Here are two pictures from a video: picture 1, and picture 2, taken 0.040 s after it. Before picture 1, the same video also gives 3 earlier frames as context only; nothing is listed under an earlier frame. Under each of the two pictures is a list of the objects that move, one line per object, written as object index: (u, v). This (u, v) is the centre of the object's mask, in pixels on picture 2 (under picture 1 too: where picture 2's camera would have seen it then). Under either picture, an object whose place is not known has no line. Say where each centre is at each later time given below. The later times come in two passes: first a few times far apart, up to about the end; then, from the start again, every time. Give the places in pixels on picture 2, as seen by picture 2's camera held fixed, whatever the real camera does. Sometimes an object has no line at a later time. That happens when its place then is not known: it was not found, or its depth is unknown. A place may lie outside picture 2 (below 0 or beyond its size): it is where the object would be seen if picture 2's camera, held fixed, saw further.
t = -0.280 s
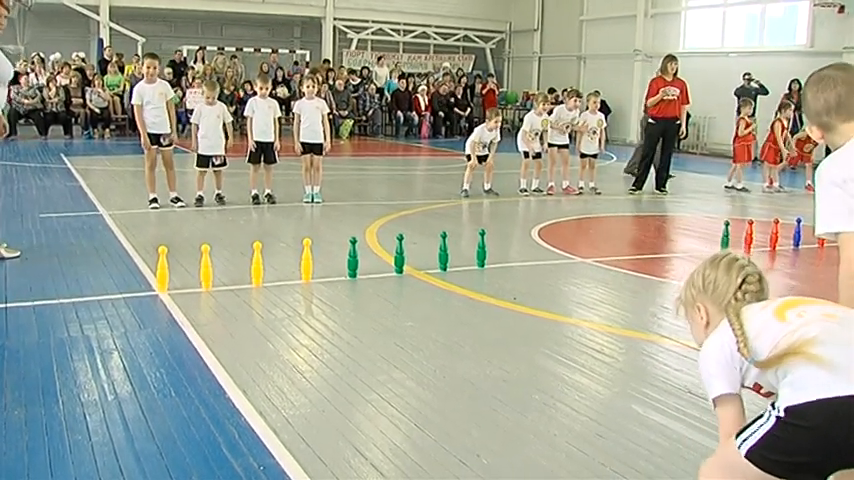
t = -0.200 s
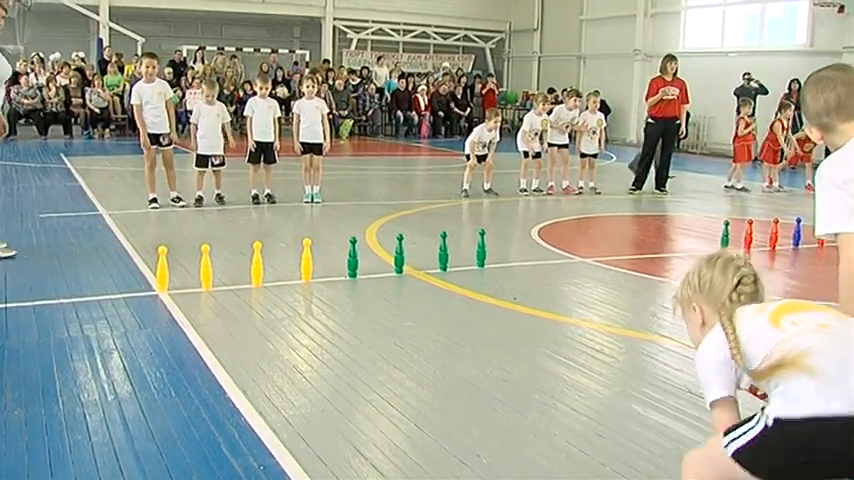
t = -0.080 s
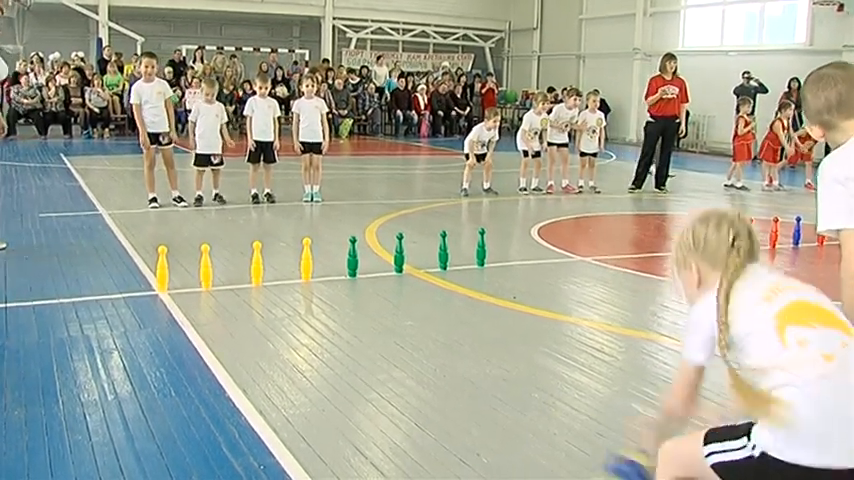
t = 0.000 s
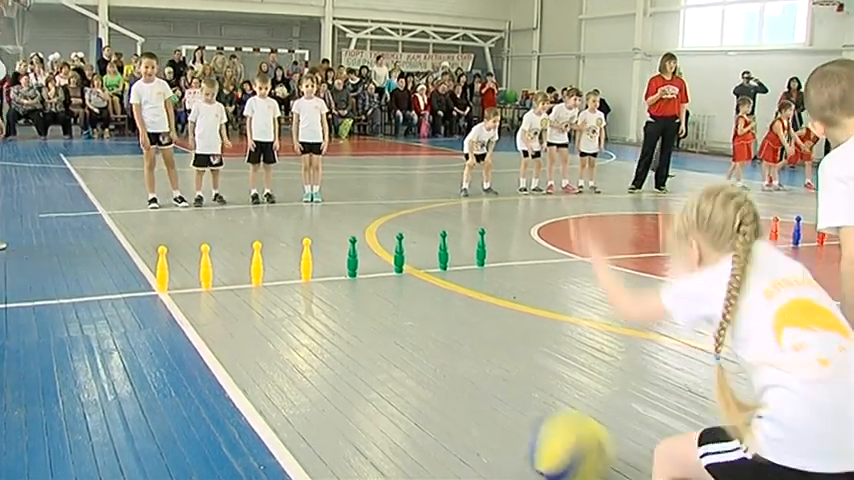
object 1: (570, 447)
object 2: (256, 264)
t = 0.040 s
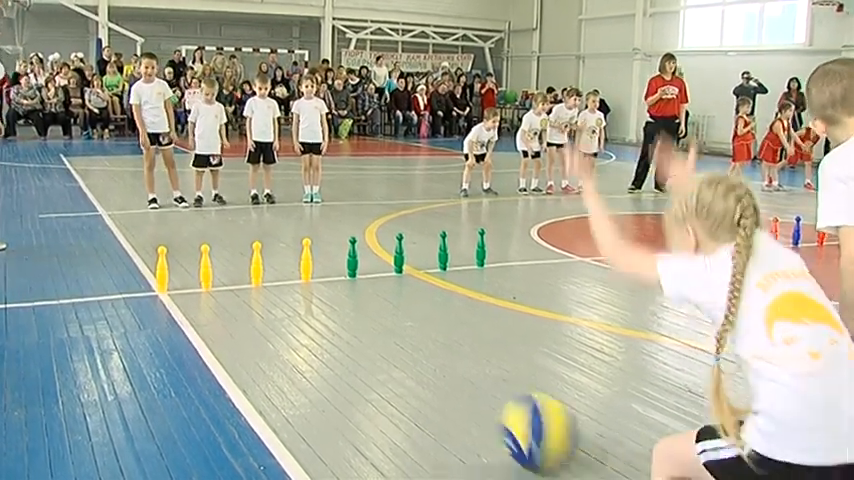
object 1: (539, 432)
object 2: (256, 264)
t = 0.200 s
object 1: (447, 373)
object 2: (256, 265)
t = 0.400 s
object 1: (366, 322)
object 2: (256, 265)
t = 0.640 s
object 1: (300, 281)
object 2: (256, 264)
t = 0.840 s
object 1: (268, 254)
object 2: (196, 267)
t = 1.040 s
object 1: (255, 239)
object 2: (125, 259)
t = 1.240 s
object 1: (244, 226)
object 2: (76, 256)
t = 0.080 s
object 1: (513, 415)
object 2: (256, 264)
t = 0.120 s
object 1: (490, 402)
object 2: (256, 264)
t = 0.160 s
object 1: (467, 387)
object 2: (256, 265)
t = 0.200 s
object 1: (447, 373)
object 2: (256, 265)
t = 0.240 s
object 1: (425, 360)
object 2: (256, 264)
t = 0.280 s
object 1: (411, 350)
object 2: (256, 265)
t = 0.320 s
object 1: (395, 342)
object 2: (257, 265)
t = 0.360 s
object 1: (382, 334)
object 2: (256, 265)
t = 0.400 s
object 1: (366, 322)
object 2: (256, 265)
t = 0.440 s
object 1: (354, 314)
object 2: (256, 265)
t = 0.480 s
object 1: (343, 307)
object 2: (256, 265)
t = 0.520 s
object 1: (330, 301)
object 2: (257, 264)
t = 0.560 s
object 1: (320, 294)
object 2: (256, 265)
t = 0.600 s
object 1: (309, 287)
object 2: (257, 265)
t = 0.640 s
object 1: (300, 281)
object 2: (256, 264)
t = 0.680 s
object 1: (292, 277)
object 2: (256, 265)
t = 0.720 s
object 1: (282, 271)
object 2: (256, 265)
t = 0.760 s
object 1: (275, 265)
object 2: (245, 262)
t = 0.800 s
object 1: (272, 256)
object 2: (224, 258)
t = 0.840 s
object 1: (268, 254)
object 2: (196, 267)
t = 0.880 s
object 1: (265, 252)
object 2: (185, 260)
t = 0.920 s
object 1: (262, 249)
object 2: (175, 258)
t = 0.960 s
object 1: (259, 245)
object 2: (148, 266)
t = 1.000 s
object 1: (257, 243)
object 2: (138, 261)
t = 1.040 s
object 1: (255, 239)
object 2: (125, 259)
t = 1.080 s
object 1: (252, 235)
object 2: (114, 259)
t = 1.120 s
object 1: (251, 232)
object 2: (102, 259)
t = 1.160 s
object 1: (249, 233)
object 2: (93, 257)
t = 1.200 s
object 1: (247, 229)
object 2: (84, 256)
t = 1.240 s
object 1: (244, 226)
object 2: (76, 256)
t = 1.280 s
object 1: (242, 224)
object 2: (68, 254)
